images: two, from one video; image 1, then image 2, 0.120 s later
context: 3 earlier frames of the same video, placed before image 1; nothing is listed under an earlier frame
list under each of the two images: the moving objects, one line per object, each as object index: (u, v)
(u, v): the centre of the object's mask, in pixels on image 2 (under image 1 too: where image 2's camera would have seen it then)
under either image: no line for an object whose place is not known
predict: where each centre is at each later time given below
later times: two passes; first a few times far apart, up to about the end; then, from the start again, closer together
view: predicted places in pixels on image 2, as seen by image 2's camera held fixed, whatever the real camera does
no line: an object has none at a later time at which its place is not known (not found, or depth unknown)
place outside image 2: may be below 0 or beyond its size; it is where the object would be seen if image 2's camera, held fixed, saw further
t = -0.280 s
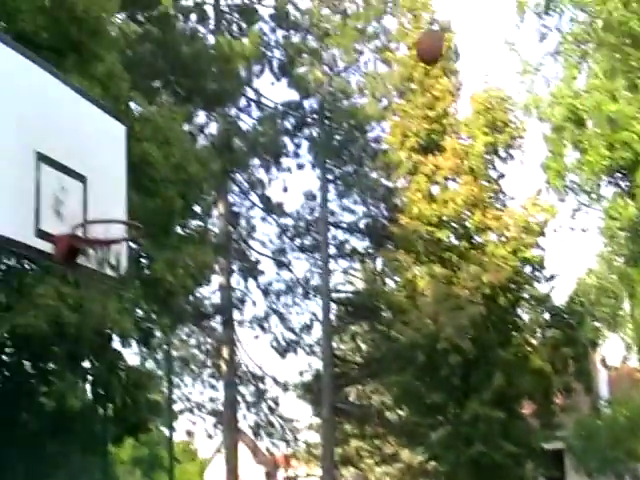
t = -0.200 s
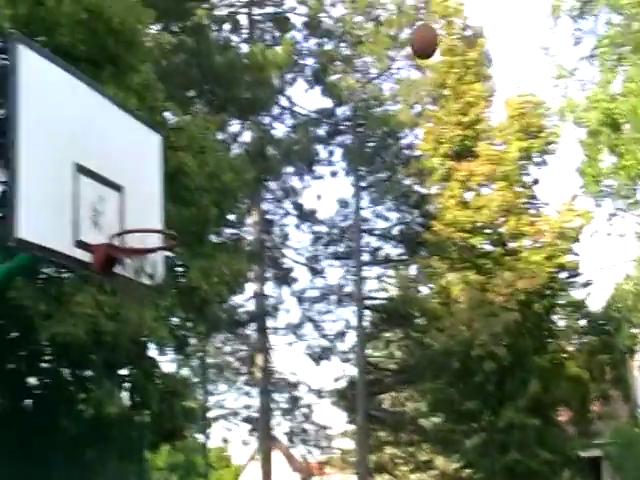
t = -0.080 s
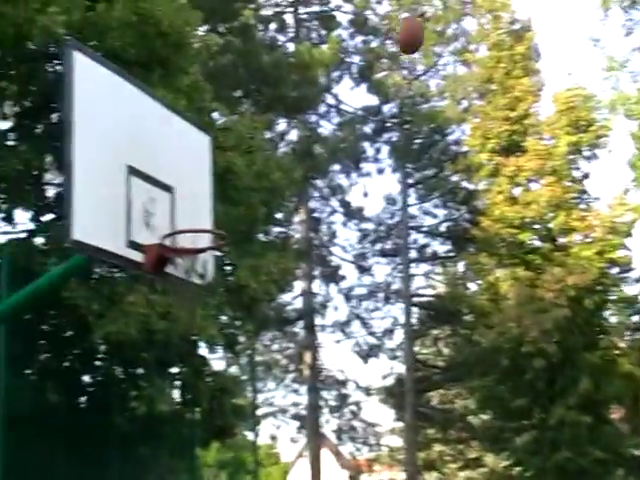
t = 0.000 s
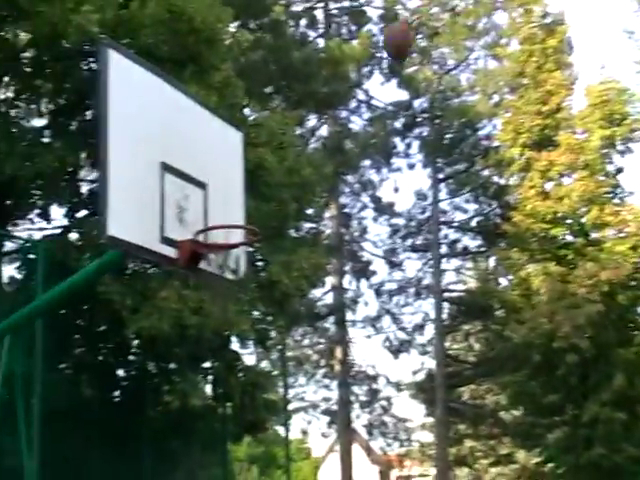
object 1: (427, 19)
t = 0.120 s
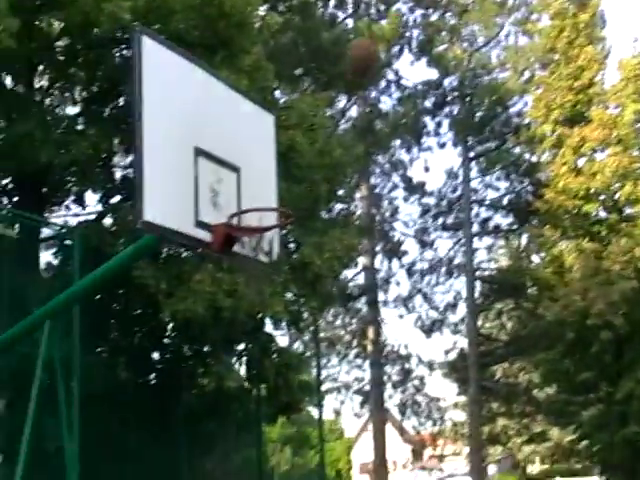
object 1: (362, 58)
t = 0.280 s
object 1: (265, 151)
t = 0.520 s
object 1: (228, 163)
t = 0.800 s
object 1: (248, 214)
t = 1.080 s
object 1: (282, 467)
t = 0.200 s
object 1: (315, 96)
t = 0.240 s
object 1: (292, 121)
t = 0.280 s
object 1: (265, 151)
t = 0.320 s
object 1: (240, 182)
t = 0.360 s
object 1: (217, 197)
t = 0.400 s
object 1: (218, 185)
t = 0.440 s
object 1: (222, 174)
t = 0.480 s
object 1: (225, 167)
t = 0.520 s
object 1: (228, 163)
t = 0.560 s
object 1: (231, 160)
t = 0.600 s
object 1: (233, 161)
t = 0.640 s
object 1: (236, 165)
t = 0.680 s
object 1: (238, 172)
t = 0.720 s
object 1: (241, 182)
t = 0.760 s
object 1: (245, 197)
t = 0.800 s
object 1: (248, 214)
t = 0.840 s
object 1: (252, 235)
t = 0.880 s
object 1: (256, 260)
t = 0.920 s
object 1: (262, 291)
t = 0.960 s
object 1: (266, 326)
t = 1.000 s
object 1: (271, 367)
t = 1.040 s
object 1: (275, 415)
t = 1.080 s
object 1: (282, 467)
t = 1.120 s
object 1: (288, 528)
